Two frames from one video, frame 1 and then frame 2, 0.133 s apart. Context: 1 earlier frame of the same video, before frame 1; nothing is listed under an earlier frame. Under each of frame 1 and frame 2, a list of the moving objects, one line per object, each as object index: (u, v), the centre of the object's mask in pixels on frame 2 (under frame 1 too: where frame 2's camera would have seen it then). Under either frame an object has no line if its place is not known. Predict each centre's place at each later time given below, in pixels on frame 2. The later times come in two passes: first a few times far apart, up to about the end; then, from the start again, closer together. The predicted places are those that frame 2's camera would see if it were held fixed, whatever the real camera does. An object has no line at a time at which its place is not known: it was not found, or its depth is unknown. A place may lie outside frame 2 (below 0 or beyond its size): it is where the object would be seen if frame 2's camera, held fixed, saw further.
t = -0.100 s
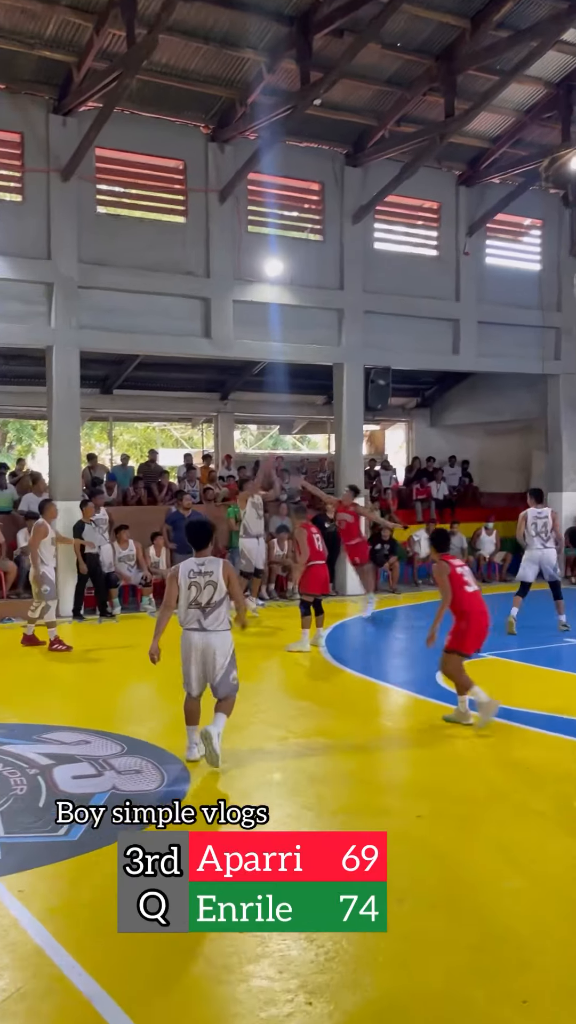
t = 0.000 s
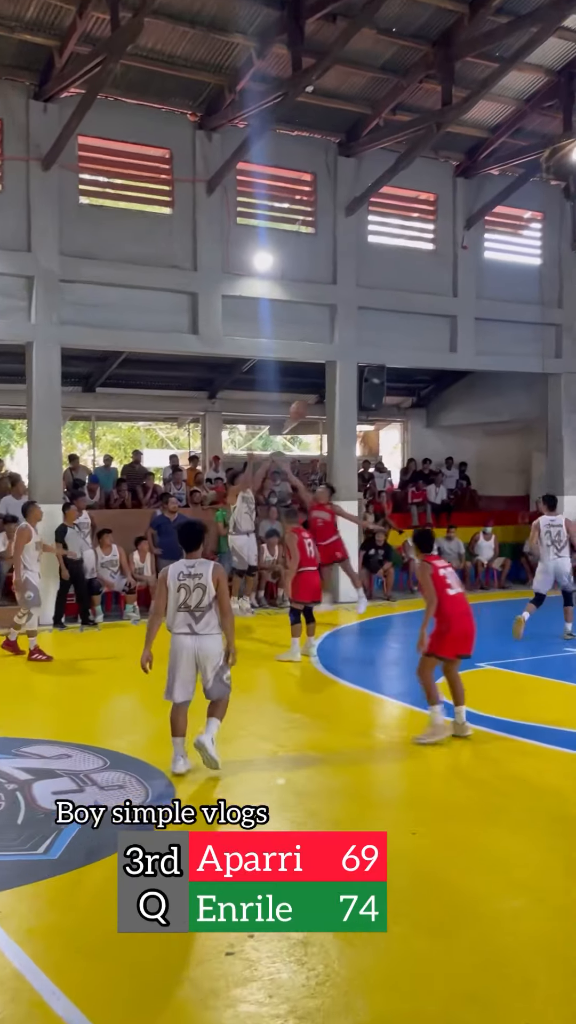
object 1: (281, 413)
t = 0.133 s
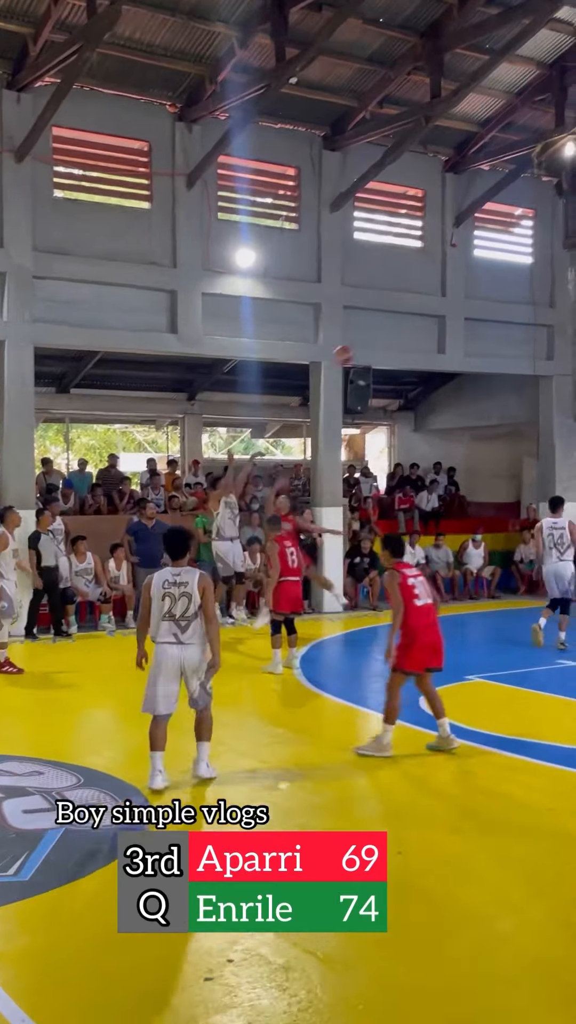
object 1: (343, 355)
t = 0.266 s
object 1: (407, 307)
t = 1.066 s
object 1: (813, 308)
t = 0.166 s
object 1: (359, 342)
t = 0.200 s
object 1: (375, 330)
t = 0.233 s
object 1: (390, 318)
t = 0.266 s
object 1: (407, 307)
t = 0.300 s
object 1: (423, 297)
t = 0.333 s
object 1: (438, 289)
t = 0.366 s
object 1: (455, 280)
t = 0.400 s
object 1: (472, 273)
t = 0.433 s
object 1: (488, 268)
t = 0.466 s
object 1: (505, 261)
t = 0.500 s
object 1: (523, 255)
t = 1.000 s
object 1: (778, 288)
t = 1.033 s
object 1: (796, 298)
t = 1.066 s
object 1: (813, 308)
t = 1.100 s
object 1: (831, 320)
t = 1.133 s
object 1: (849, 333)
